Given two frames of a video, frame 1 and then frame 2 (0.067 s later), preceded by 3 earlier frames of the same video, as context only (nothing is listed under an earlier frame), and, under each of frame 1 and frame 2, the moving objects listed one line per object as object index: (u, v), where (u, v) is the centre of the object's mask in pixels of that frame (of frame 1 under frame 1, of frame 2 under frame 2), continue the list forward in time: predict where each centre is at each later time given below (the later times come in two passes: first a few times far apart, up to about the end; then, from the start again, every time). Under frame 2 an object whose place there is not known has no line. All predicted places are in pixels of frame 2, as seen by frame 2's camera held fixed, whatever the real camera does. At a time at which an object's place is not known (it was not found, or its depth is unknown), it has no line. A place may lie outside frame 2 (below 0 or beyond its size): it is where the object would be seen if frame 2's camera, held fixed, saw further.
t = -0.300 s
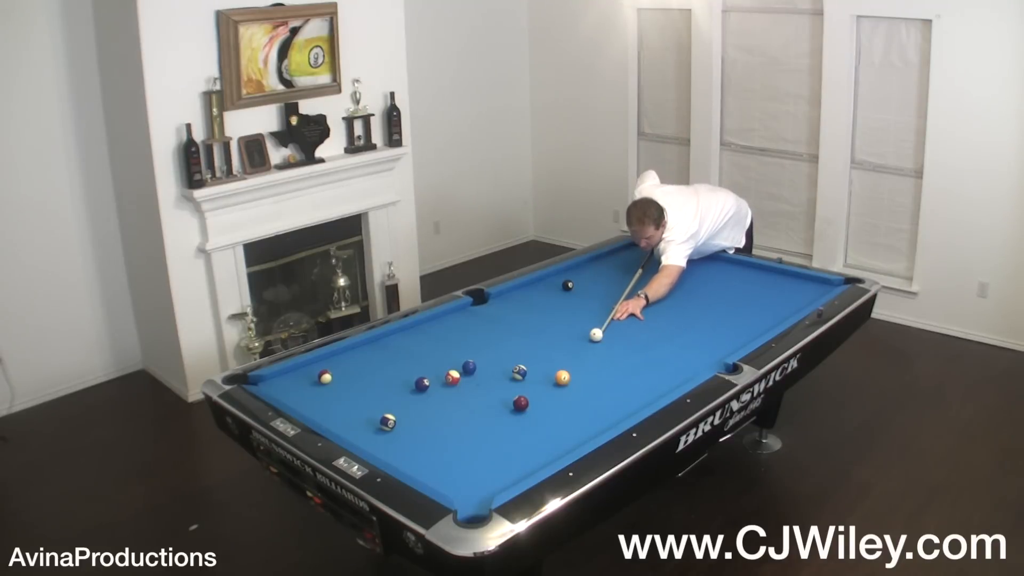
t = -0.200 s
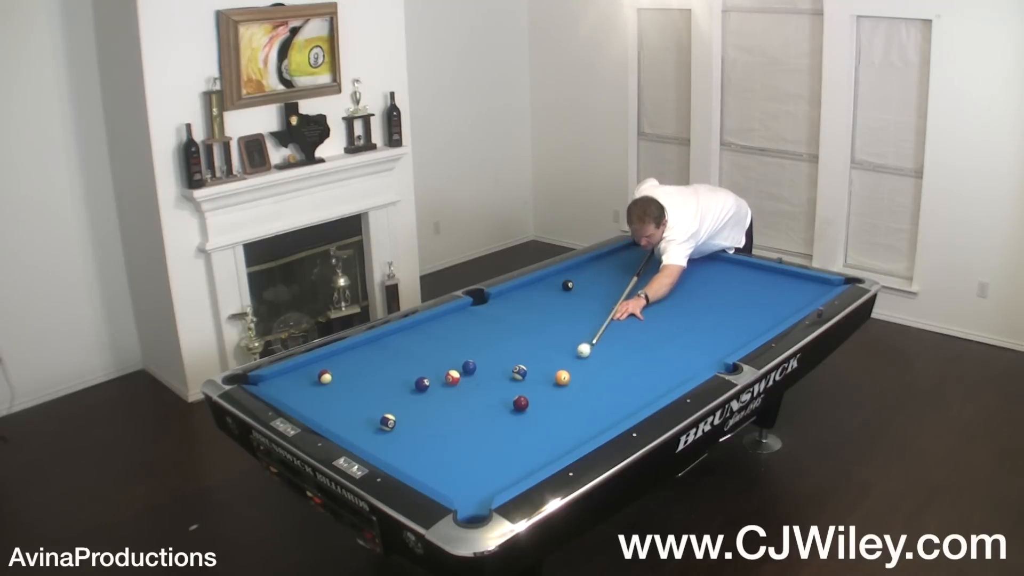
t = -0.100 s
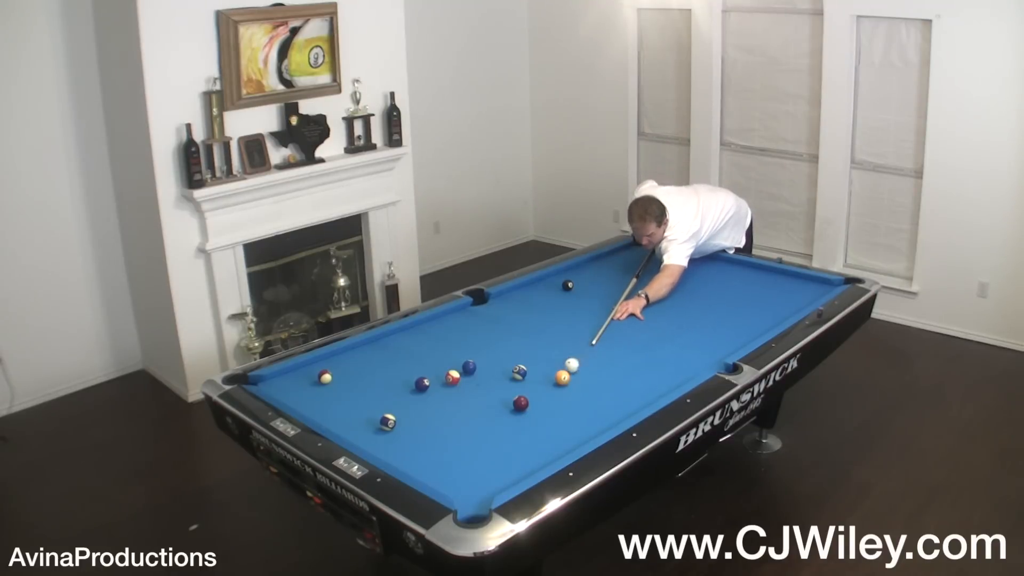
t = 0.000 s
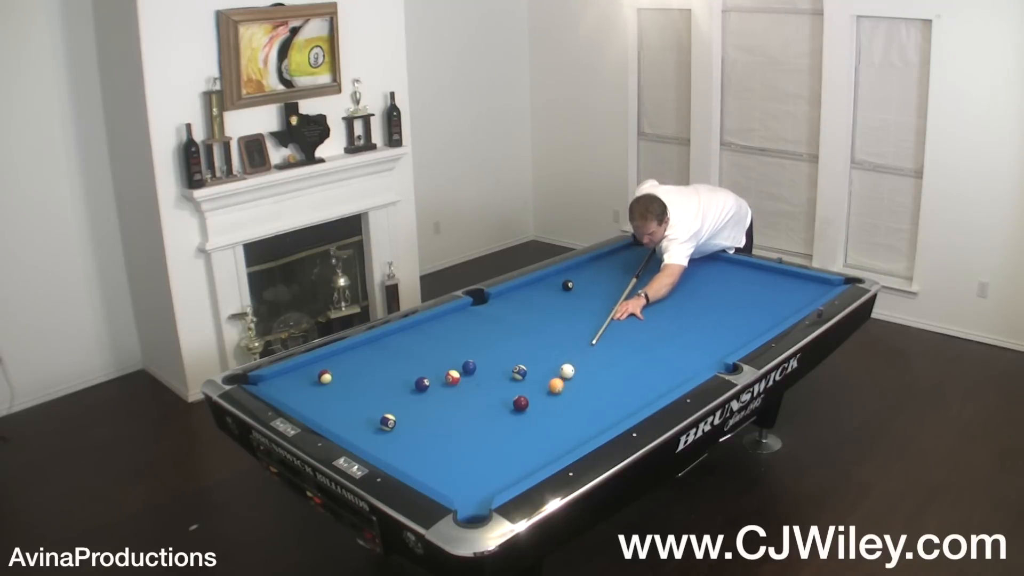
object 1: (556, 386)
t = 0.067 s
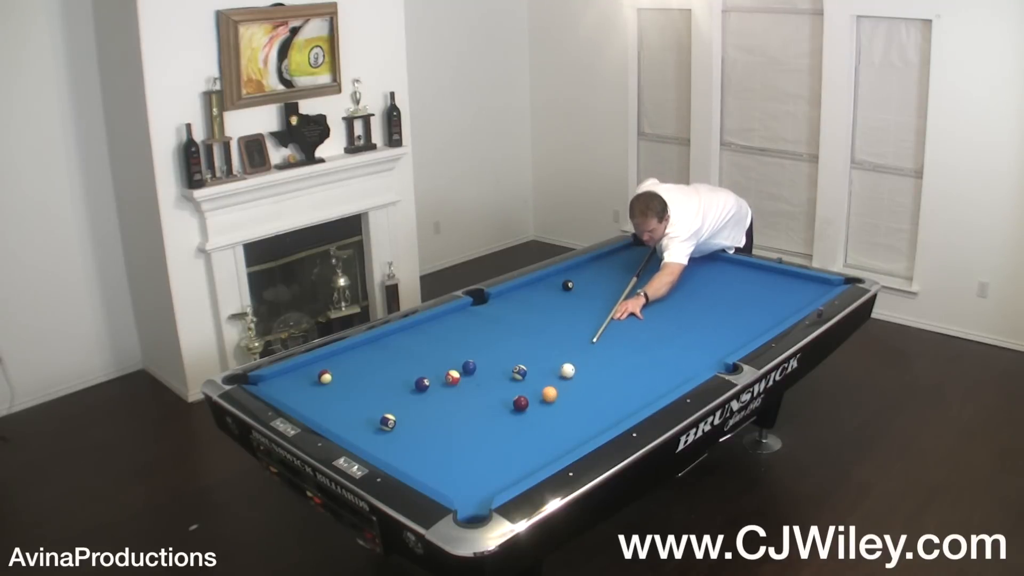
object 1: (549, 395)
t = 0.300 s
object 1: (526, 424)
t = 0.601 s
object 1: (492, 466)
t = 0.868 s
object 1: (470, 504)
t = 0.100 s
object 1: (546, 399)
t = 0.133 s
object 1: (543, 403)
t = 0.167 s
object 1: (539, 407)
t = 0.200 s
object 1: (536, 411)
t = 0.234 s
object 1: (533, 416)
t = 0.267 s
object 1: (529, 420)
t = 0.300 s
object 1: (526, 424)
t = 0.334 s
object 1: (523, 428)
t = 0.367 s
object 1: (519, 433)
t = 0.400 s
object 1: (515, 437)
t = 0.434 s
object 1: (511, 442)
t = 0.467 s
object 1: (508, 447)
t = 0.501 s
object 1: (504, 451)
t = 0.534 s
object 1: (500, 456)
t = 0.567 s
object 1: (496, 461)
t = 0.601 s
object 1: (492, 466)
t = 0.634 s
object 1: (488, 471)
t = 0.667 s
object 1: (484, 476)
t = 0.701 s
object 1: (480, 481)
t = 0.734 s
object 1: (476, 486)
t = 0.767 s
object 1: (471, 492)
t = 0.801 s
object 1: (467, 497)
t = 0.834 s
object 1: (465, 502)
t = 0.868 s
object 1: (470, 504)
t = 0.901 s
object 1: (475, 506)
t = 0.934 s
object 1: (479, 510)
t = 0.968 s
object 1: (481, 516)
